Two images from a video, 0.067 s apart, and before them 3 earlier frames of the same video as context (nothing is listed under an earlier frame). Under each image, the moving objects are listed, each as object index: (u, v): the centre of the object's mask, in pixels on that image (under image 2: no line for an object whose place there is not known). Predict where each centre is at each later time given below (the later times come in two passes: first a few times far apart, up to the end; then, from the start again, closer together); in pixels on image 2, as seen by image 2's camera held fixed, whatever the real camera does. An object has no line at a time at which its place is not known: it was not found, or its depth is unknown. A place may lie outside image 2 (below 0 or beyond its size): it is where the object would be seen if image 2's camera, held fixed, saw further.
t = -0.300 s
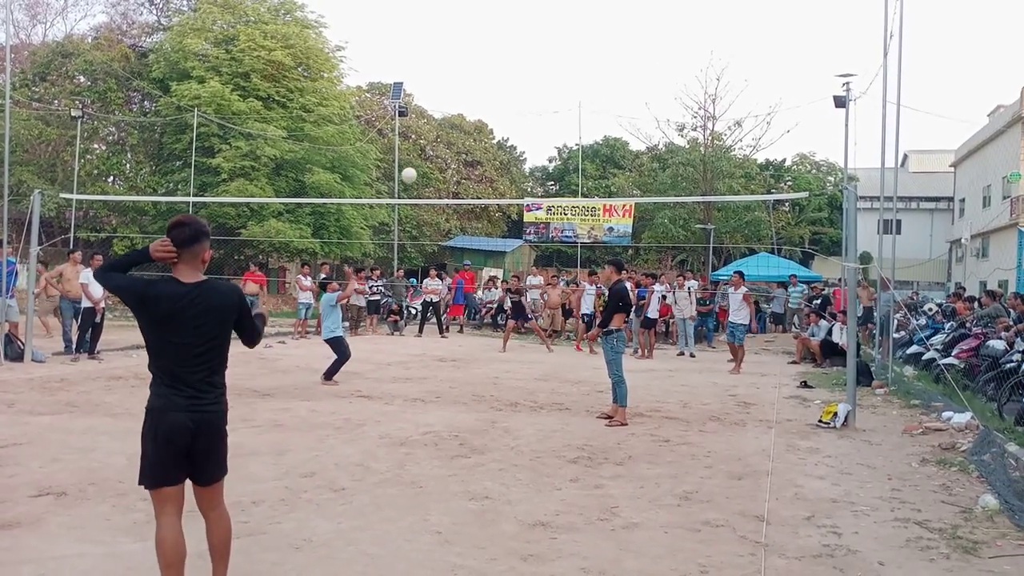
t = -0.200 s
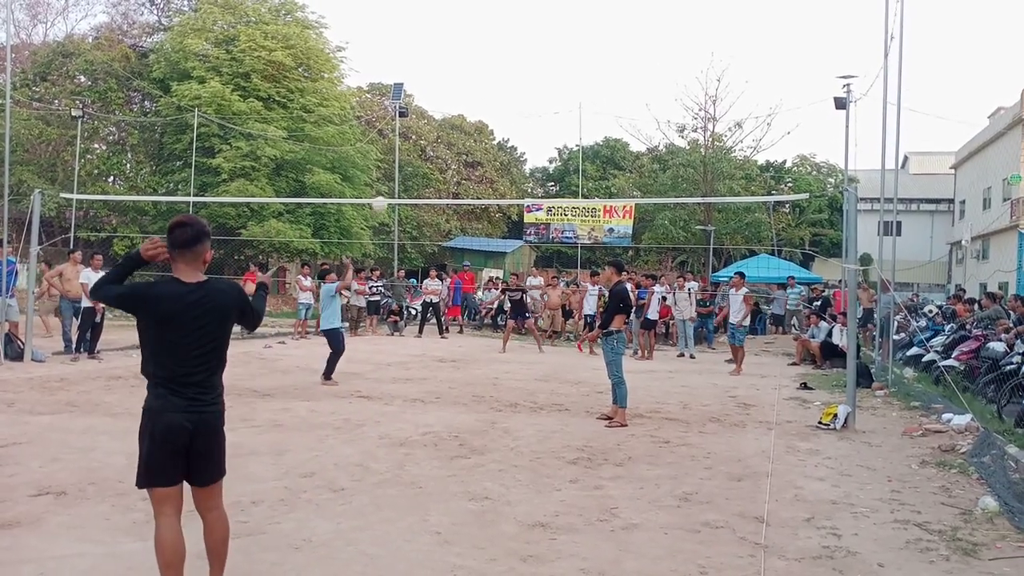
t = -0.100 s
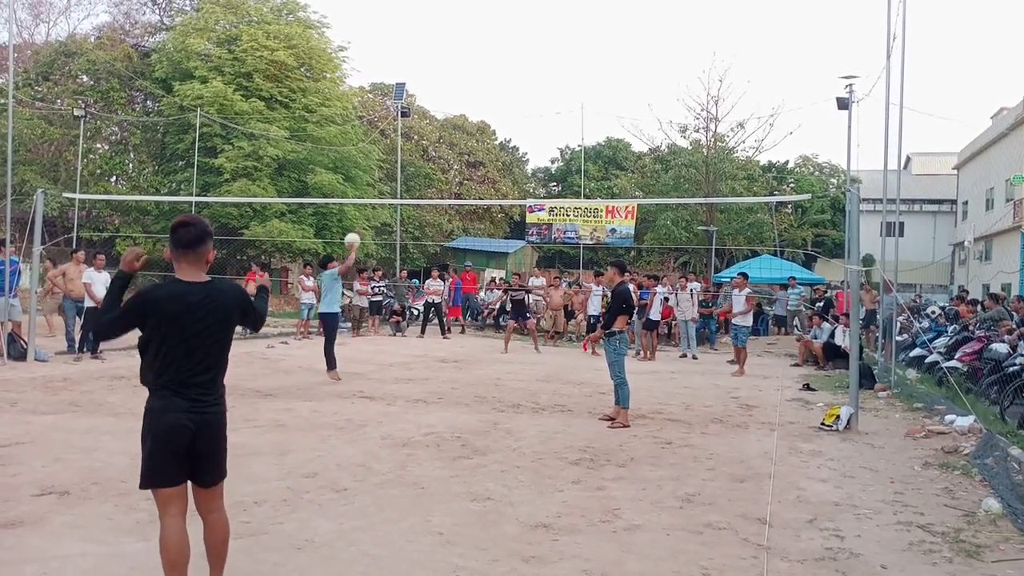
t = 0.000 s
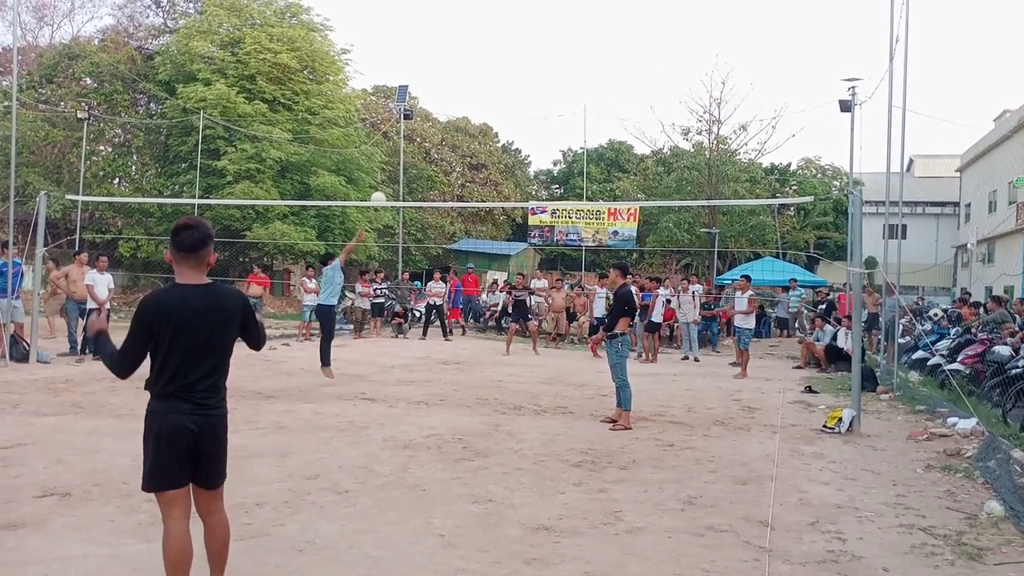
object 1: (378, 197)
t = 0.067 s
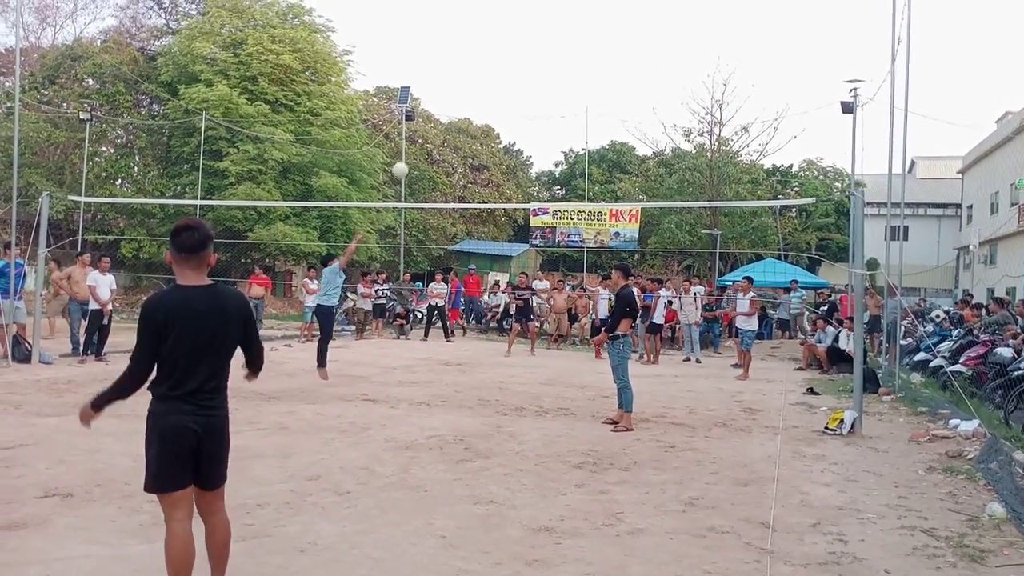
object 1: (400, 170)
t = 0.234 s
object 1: (448, 110)
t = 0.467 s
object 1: (511, 62)
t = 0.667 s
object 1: (559, 52)
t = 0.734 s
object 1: (574, 55)
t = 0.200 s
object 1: (440, 120)
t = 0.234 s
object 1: (448, 110)
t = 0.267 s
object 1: (458, 100)
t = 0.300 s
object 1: (467, 92)
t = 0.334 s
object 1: (476, 84)
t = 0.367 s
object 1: (485, 77)
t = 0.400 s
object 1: (494, 71)
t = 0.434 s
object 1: (502, 66)
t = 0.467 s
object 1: (511, 62)
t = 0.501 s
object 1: (519, 58)
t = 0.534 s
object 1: (527, 56)
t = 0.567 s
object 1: (535, 54)
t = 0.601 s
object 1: (543, 52)
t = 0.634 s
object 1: (552, 52)
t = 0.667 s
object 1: (559, 52)
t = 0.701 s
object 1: (566, 53)
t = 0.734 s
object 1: (574, 55)
